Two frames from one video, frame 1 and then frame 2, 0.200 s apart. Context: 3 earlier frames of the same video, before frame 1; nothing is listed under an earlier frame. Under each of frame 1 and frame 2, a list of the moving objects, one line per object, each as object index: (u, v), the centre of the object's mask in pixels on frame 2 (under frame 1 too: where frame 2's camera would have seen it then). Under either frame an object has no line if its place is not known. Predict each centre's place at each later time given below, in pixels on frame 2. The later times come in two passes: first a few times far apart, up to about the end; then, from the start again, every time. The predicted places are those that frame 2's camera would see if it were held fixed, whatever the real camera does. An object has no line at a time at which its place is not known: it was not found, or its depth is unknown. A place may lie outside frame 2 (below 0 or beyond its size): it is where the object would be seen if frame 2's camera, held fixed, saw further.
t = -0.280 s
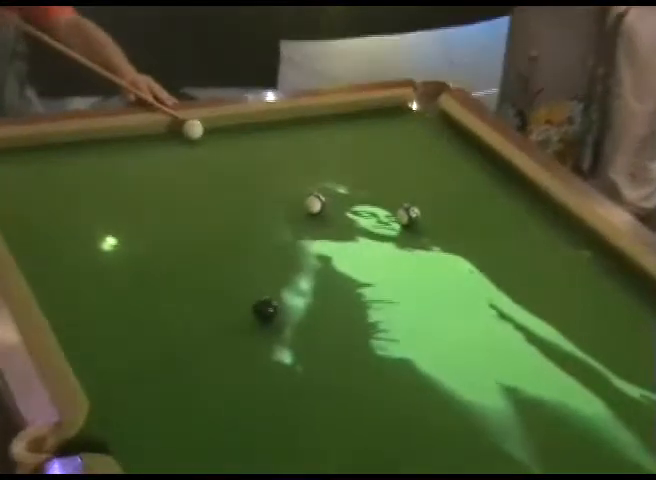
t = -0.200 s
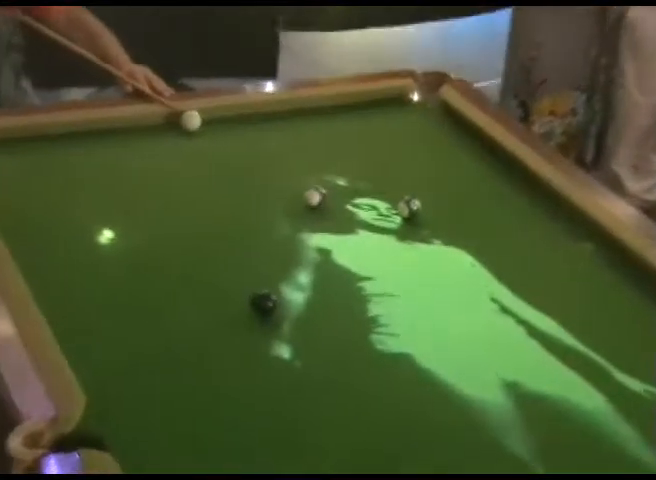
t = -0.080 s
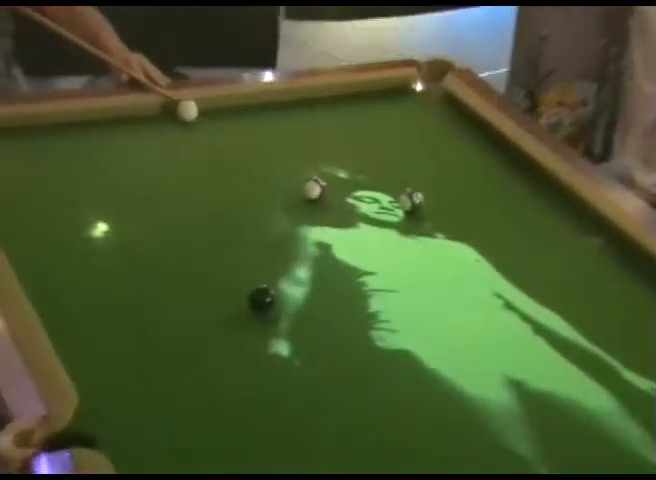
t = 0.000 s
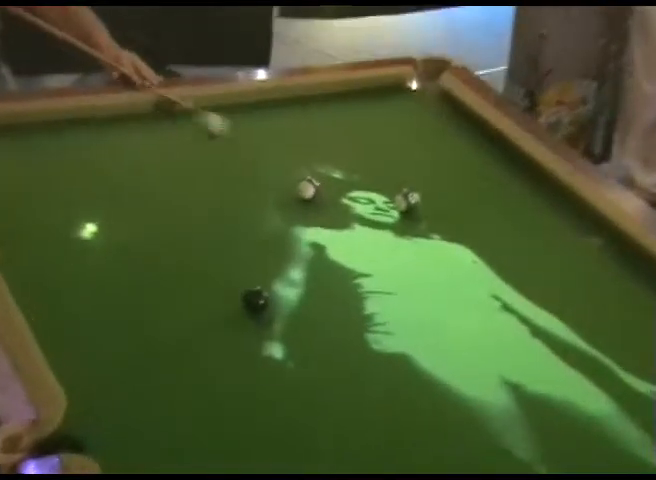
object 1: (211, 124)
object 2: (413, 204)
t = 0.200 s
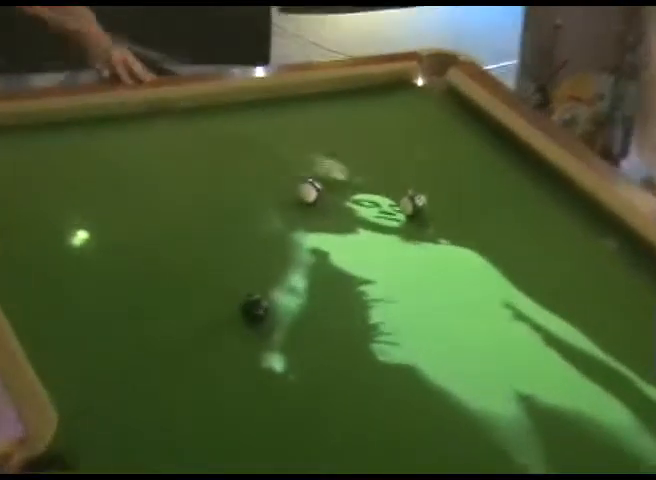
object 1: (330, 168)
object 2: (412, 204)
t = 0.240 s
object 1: (351, 176)
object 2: (412, 204)
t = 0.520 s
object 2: (515, 247)
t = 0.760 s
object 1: (455, 219)
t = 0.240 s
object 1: (351, 176)
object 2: (412, 204)
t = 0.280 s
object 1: (374, 188)
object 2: (412, 205)
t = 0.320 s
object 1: (391, 194)
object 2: (418, 207)
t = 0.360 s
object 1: (393, 195)
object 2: (442, 217)
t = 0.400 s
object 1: (397, 197)
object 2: (462, 223)
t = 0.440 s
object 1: (402, 199)
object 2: (479, 231)
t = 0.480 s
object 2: (495, 237)
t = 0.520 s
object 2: (515, 247)
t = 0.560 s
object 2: (531, 250)
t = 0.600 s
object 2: (547, 256)
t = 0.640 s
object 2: (569, 263)
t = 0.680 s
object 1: (442, 214)
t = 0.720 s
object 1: (448, 216)
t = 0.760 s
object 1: (455, 219)
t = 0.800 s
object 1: (461, 220)
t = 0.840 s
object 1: (467, 223)
